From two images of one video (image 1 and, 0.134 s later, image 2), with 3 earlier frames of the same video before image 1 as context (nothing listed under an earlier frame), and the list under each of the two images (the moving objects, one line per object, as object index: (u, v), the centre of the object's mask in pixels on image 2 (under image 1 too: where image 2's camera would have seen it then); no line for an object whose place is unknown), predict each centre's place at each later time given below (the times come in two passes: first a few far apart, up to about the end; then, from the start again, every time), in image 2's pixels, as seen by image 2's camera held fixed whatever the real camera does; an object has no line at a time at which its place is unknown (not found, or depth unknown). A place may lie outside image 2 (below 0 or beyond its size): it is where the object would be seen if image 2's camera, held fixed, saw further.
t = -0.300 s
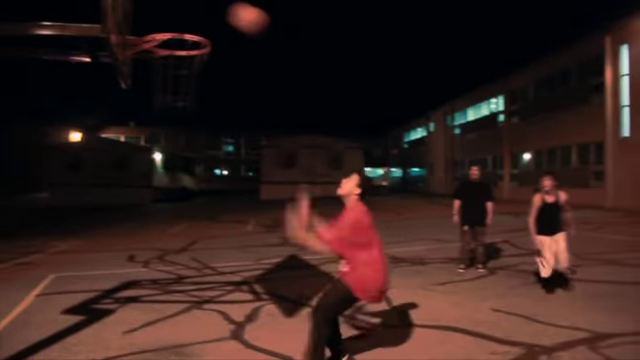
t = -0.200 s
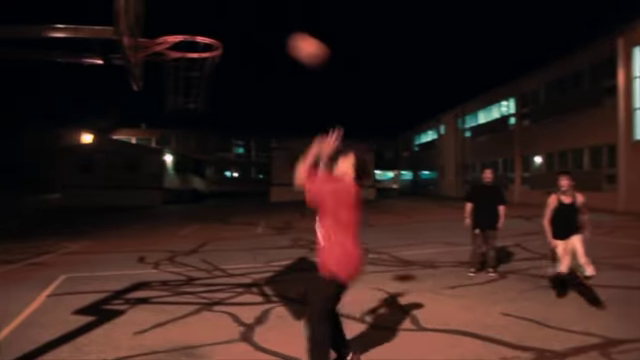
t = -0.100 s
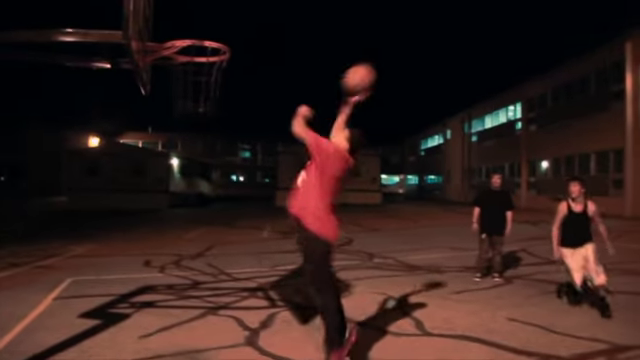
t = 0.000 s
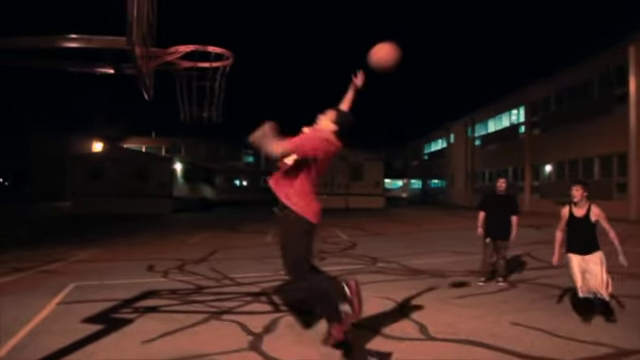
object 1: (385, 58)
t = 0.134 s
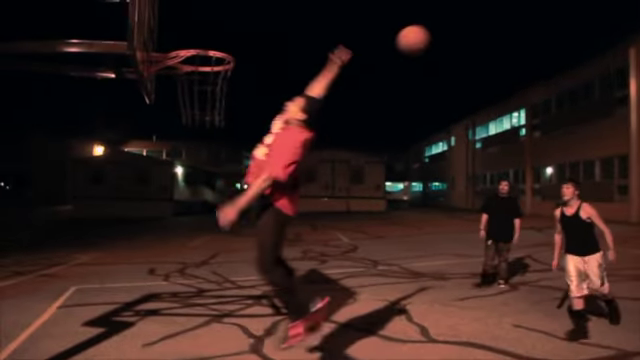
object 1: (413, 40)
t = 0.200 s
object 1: (428, 38)
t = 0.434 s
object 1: (481, 74)
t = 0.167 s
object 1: (420, 39)
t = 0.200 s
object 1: (428, 38)
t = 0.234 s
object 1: (435, 39)
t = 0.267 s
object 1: (442, 41)
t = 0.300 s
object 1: (450, 44)
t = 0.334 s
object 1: (458, 49)
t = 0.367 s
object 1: (466, 56)
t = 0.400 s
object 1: (474, 64)
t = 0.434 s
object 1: (481, 74)
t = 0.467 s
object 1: (489, 85)
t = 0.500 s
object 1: (497, 98)
